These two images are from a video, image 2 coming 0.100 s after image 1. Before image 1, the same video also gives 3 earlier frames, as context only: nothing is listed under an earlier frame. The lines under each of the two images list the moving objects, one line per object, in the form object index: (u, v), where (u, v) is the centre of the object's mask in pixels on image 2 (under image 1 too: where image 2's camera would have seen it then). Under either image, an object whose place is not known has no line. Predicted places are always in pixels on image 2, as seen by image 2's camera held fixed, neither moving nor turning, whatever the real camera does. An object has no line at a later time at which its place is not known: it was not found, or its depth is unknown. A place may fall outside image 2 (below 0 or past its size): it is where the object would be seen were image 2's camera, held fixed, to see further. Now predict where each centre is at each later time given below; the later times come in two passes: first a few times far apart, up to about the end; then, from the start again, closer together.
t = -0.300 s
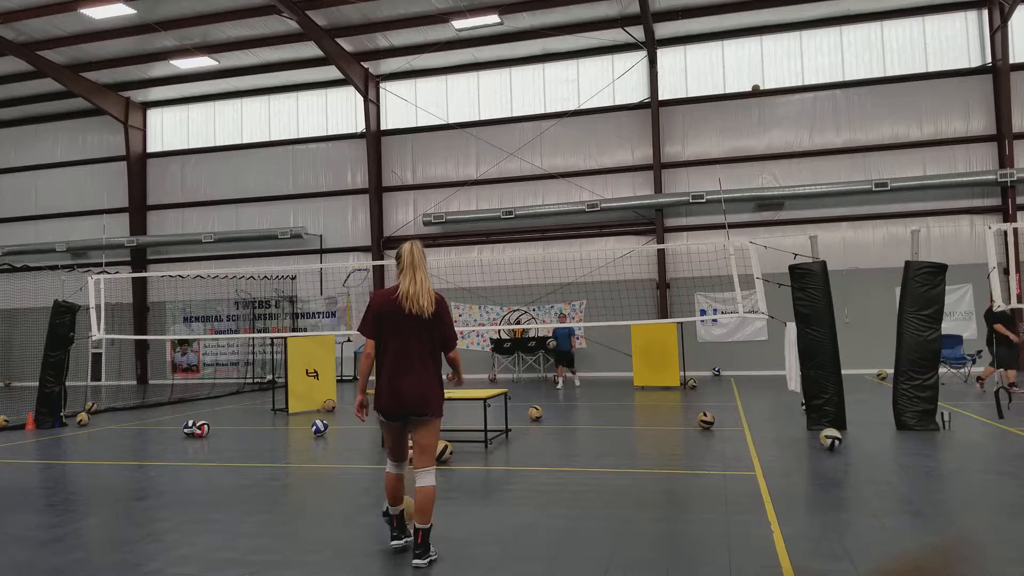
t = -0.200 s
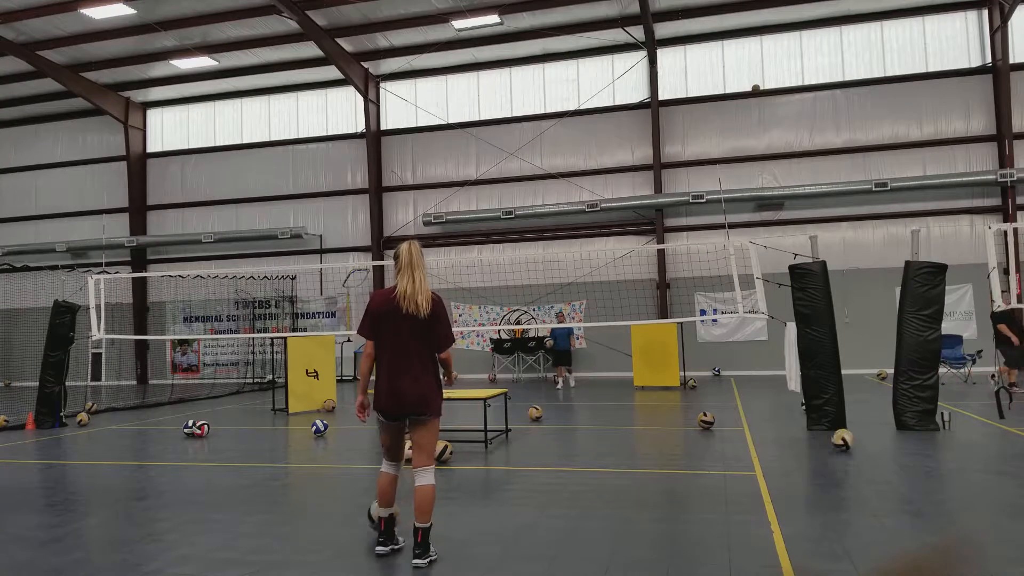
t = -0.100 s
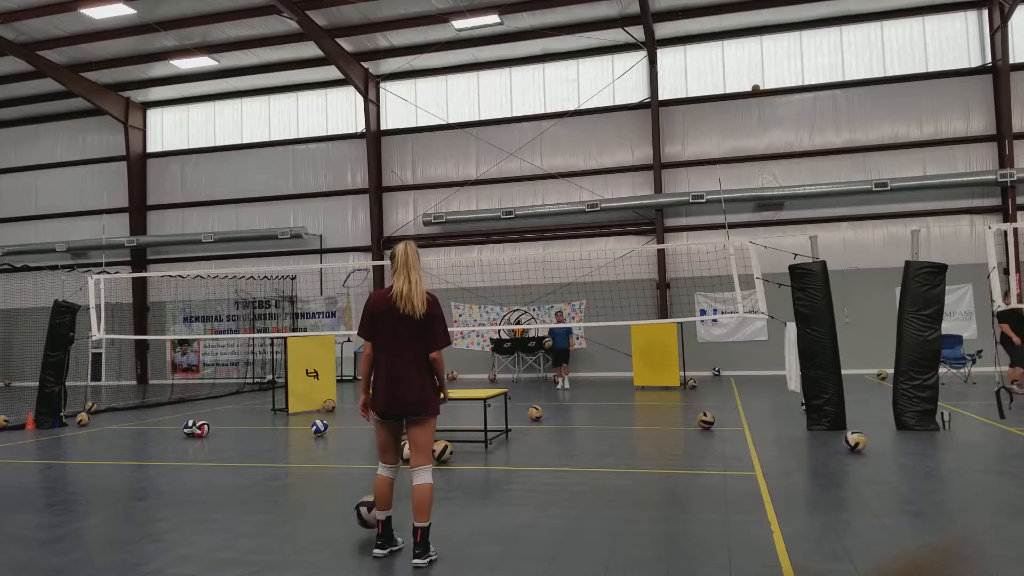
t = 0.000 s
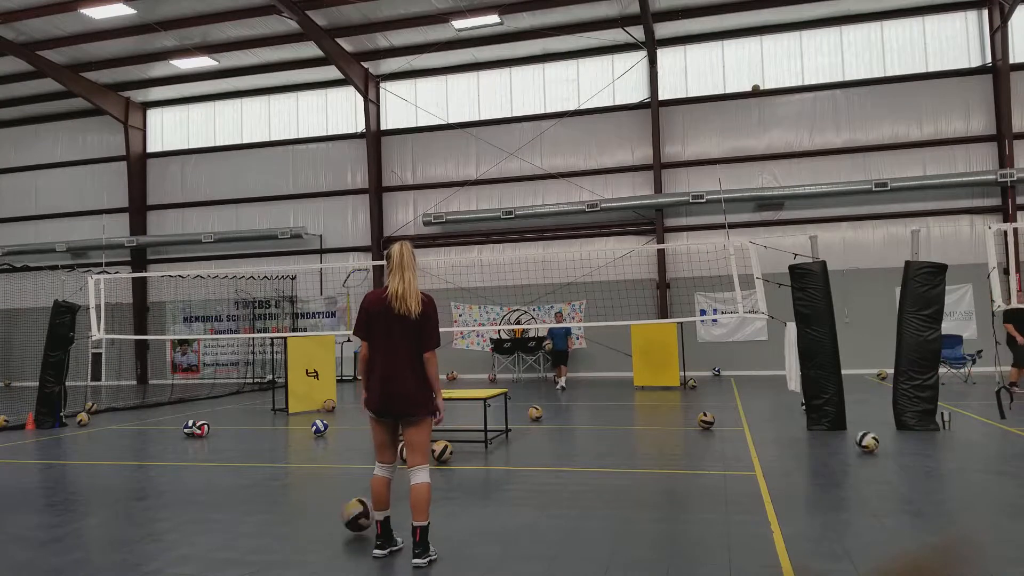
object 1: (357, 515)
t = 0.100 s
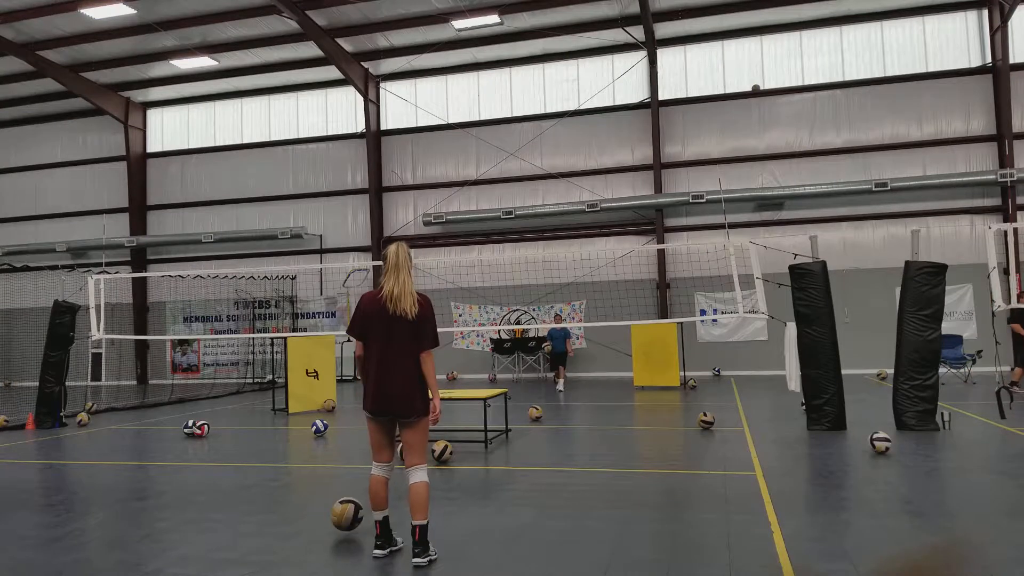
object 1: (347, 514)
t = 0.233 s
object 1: (332, 517)
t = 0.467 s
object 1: (305, 520)
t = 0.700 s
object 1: (279, 523)
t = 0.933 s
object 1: (254, 525)
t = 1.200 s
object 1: (225, 527)
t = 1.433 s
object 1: (200, 529)
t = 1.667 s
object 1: (176, 531)
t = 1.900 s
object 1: (153, 532)
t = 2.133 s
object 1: (129, 535)
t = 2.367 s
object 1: (104, 537)
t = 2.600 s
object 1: (80, 539)
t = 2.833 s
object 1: (59, 541)
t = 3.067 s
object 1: (38, 543)
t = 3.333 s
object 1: (13, 547)
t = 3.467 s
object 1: (7, 547)
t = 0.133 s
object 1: (343, 515)
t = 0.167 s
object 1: (339, 518)
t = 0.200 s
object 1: (336, 519)
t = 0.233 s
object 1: (332, 517)
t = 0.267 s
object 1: (328, 517)
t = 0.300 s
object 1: (324, 519)
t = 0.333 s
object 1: (320, 520)
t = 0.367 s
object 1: (316, 519)
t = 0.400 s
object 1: (312, 520)
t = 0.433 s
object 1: (309, 521)
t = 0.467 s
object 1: (305, 520)
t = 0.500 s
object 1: (301, 521)
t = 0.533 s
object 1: (298, 521)
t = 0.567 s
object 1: (294, 521)
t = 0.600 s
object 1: (290, 522)
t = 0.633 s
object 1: (286, 522)
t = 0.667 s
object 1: (283, 522)
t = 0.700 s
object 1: (279, 523)
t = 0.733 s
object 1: (276, 523)
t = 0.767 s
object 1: (272, 523)
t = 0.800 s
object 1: (269, 524)
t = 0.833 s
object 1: (265, 524)
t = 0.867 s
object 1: (261, 525)
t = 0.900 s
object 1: (258, 525)
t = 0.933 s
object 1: (254, 525)
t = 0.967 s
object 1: (251, 525)
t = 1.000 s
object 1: (247, 525)
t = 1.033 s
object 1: (244, 525)
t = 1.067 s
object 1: (240, 526)
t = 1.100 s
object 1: (237, 526)
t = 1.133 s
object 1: (233, 527)
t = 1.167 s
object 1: (229, 526)
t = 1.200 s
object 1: (225, 527)
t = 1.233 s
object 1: (221, 527)
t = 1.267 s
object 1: (218, 528)
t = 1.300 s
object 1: (214, 528)
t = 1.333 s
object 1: (210, 528)
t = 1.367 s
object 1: (207, 529)
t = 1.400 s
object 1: (203, 529)
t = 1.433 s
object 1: (200, 529)
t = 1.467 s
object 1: (196, 529)
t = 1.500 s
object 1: (193, 530)
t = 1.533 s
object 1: (189, 530)
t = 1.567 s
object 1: (186, 530)
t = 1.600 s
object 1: (183, 531)
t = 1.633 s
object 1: (180, 531)
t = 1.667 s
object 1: (176, 531)
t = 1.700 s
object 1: (173, 531)
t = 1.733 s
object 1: (169, 531)
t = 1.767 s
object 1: (166, 531)
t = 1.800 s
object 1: (163, 531)
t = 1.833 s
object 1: (160, 531)
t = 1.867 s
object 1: (156, 532)
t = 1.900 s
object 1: (153, 532)
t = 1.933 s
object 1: (150, 533)
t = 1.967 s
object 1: (146, 533)
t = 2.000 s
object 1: (143, 533)
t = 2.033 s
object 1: (139, 533)
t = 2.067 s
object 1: (136, 534)
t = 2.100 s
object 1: (132, 534)
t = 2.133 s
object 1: (129, 535)
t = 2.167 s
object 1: (125, 535)
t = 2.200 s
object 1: (122, 536)
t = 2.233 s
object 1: (119, 536)
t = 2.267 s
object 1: (115, 536)
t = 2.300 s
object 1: (112, 537)
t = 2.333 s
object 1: (108, 537)
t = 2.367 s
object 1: (104, 537)
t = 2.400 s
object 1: (101, 538)
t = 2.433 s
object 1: (98, 538)
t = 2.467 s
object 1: (94, 538)
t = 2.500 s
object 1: (91, 538)
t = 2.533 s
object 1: (88, 538)
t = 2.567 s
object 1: (84, 538)
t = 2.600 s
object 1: (80, 539)
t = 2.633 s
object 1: (77, 539)
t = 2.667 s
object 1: (74, 539)
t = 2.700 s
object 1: (71, 540)
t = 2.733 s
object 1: (68, 541)
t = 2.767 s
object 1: (65, 541)
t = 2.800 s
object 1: (62, 541)
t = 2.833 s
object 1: (59, 541)
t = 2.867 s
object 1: (56, 542)
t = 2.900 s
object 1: (53, 542)
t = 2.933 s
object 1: (50, 542)
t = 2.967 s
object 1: (47, 543)
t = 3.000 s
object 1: (44, 543)
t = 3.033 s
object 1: (41, 543)
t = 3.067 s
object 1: (38, 543)
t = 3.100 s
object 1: (35, 543)
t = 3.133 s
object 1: (31, 544)
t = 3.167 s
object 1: (28, 545)
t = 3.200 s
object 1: (25, 545)
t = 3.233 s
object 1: (21, 546)
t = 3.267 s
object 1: (18, 547)
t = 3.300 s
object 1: (15, 546)
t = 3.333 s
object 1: (13, 547)
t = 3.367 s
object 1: (11, 547)
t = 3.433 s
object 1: (9, 547)
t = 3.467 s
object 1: (7, 547)
